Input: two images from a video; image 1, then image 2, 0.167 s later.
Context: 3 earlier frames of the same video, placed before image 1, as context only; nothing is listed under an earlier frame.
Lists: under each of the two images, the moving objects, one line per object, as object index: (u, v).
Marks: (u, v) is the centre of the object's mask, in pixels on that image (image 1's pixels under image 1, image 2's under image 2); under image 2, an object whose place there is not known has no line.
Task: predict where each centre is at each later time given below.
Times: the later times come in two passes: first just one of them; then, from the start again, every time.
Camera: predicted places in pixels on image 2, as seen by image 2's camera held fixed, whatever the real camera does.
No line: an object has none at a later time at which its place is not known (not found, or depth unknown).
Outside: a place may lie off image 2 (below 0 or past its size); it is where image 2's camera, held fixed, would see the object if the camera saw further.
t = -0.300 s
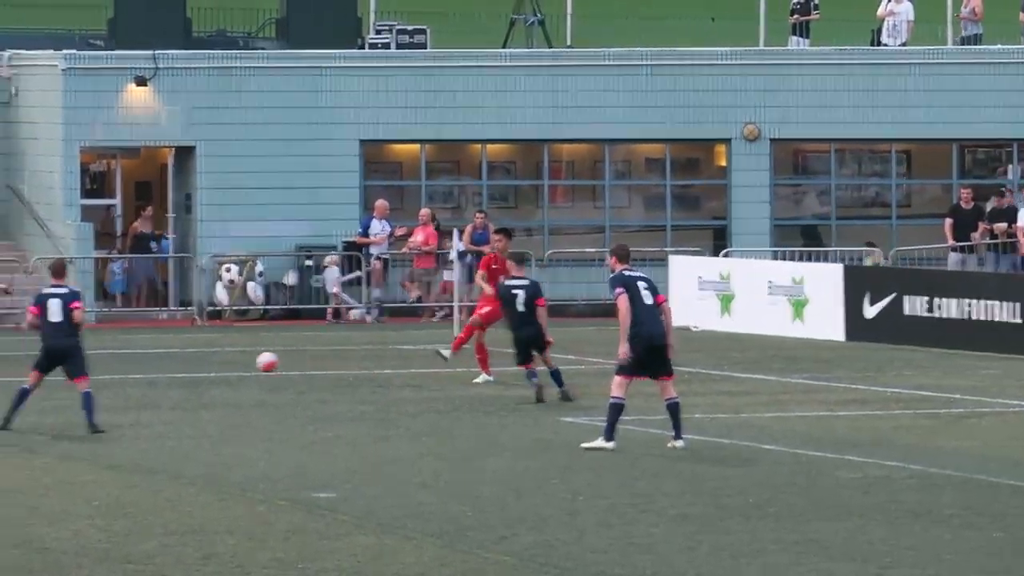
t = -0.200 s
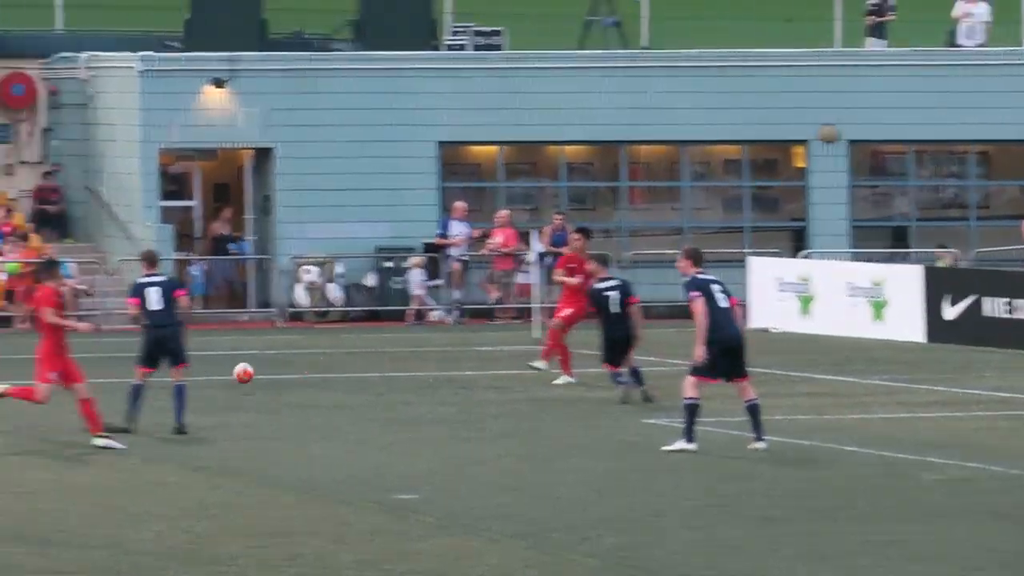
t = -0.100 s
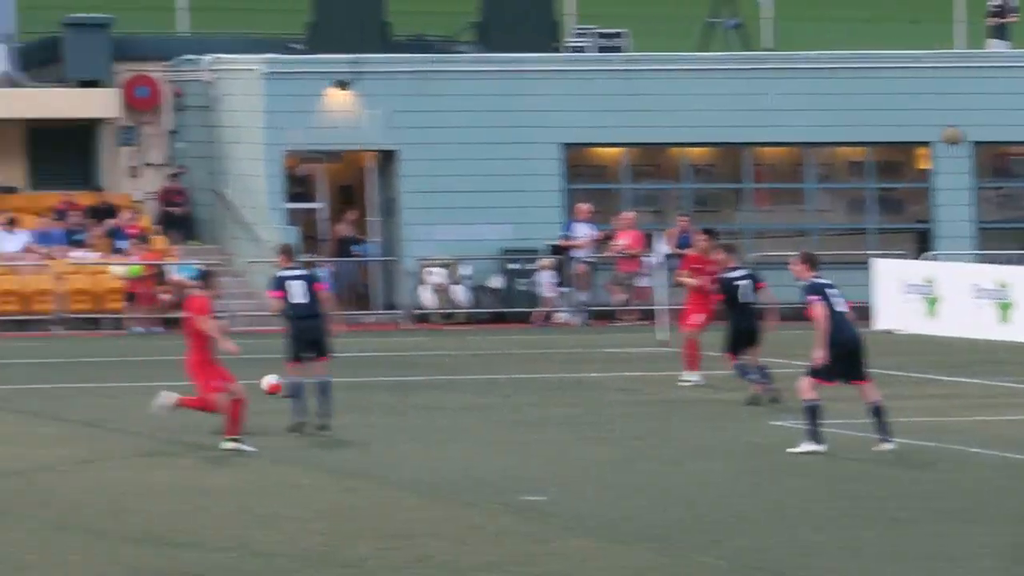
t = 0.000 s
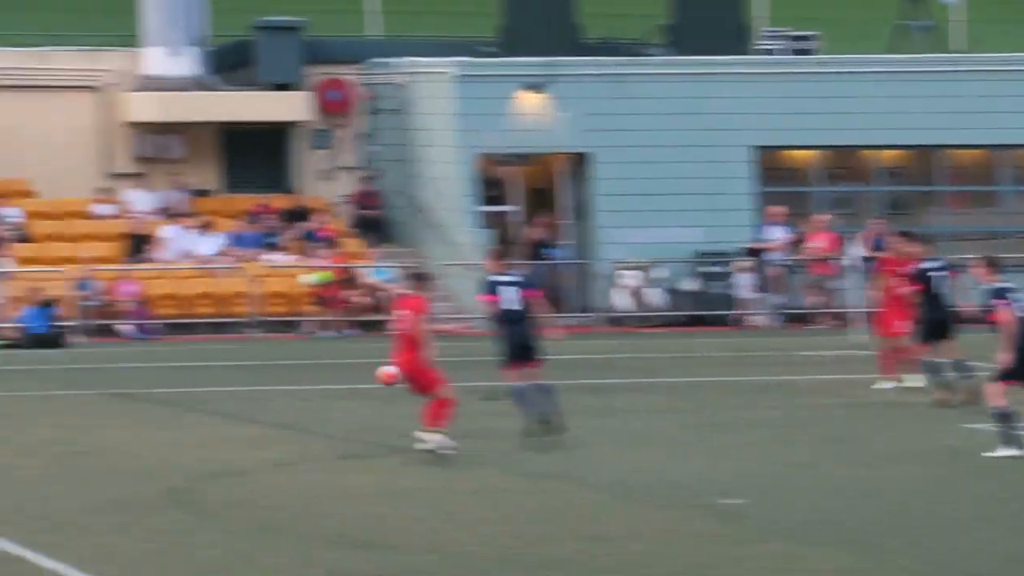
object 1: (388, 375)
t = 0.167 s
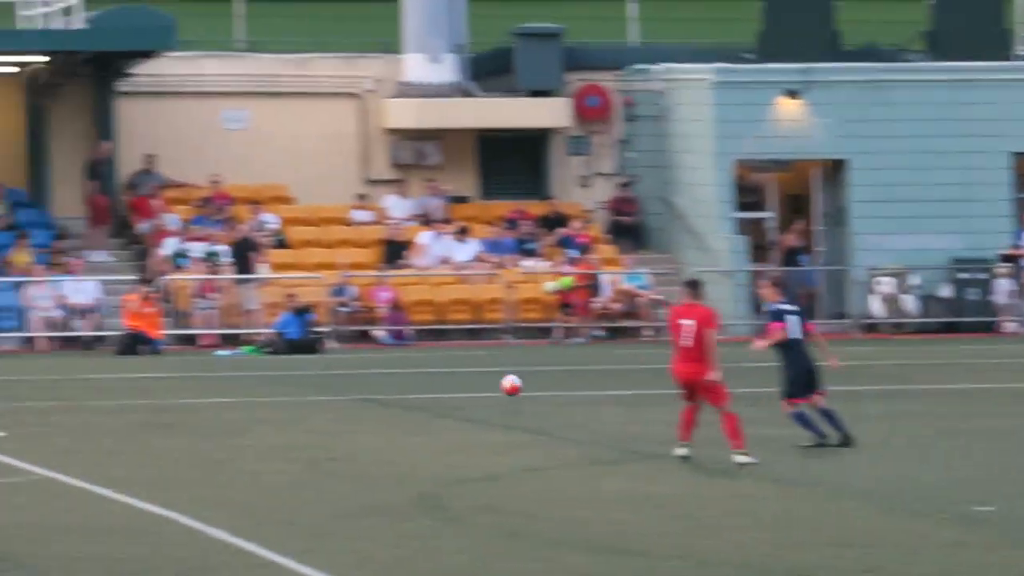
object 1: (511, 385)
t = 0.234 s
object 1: (460, 394)
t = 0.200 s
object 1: (486, 389)
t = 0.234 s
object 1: (460, 394)
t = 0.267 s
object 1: (436, 401)
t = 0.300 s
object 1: (415, 400)
